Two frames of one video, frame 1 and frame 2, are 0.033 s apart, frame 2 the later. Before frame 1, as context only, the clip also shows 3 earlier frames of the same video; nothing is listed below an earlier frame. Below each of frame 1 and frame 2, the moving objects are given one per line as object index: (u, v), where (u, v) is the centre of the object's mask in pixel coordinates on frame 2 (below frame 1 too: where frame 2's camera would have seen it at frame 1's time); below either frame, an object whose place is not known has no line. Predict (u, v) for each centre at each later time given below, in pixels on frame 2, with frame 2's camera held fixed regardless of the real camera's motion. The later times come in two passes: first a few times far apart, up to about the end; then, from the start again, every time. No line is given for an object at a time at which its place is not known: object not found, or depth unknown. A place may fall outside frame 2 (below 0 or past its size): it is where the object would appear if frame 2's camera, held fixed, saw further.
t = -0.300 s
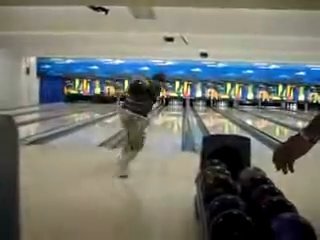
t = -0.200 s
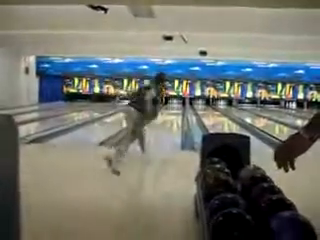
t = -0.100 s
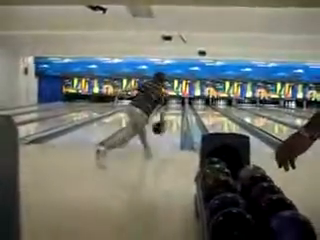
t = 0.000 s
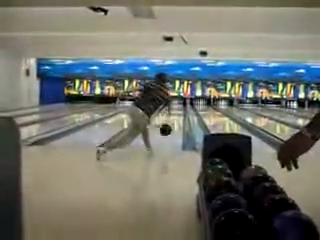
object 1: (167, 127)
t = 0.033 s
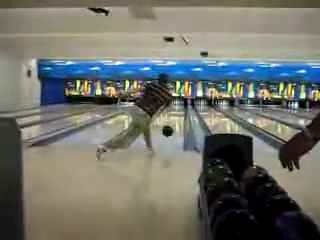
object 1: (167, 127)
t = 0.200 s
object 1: (172, 129)
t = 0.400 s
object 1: (177, 122)
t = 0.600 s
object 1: (178, 119)
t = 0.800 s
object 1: (179, 115)
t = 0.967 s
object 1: (179, 113)
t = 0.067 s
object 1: (168, 128)
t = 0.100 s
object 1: (170, 132)
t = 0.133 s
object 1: (170, 132)
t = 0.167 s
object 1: (171, 130)
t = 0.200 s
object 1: (172, 129)
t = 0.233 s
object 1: (173, 129)
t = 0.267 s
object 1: (174, 127)
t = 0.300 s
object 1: (174, 127)
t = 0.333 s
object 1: (175, 125)
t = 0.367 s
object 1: (175, 124)
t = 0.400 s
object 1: (177, 122)
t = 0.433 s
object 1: (177, 121)
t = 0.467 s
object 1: (177, 121)
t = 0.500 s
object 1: (177, 120)
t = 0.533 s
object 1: (177, 120)
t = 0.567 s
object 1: (177, 120)
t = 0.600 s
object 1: (178, 119)
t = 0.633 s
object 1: (178, 118)
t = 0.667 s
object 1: (178, 118)
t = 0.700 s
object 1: (178, 117)
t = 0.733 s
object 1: (178, 116)
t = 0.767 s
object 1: (179, 115)
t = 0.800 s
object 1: (179, 115)
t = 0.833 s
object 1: (180, 114)
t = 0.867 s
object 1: (179, 114)
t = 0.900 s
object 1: (179, 114)
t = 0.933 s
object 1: (180, 114)
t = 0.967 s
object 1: (179, 113)
